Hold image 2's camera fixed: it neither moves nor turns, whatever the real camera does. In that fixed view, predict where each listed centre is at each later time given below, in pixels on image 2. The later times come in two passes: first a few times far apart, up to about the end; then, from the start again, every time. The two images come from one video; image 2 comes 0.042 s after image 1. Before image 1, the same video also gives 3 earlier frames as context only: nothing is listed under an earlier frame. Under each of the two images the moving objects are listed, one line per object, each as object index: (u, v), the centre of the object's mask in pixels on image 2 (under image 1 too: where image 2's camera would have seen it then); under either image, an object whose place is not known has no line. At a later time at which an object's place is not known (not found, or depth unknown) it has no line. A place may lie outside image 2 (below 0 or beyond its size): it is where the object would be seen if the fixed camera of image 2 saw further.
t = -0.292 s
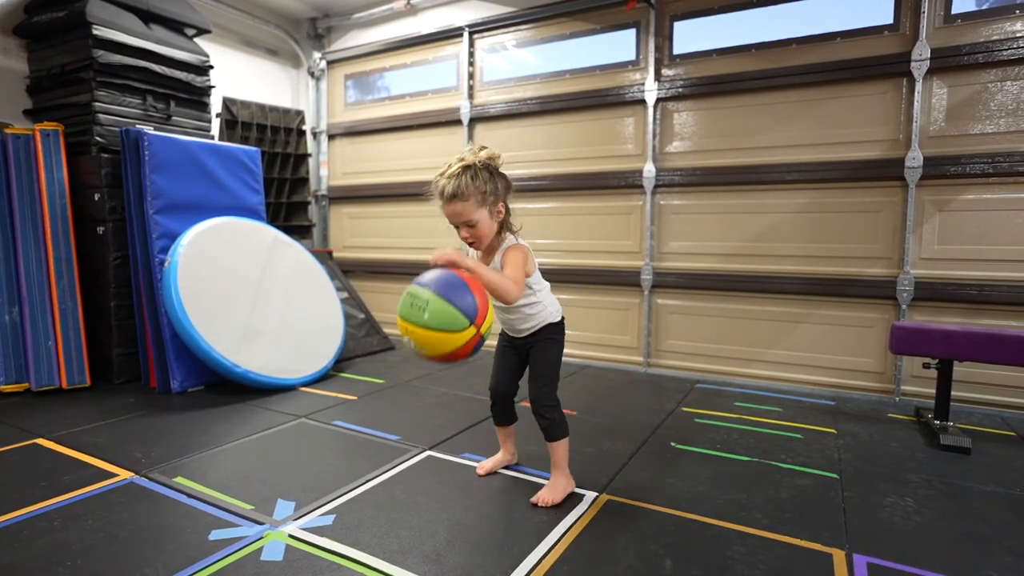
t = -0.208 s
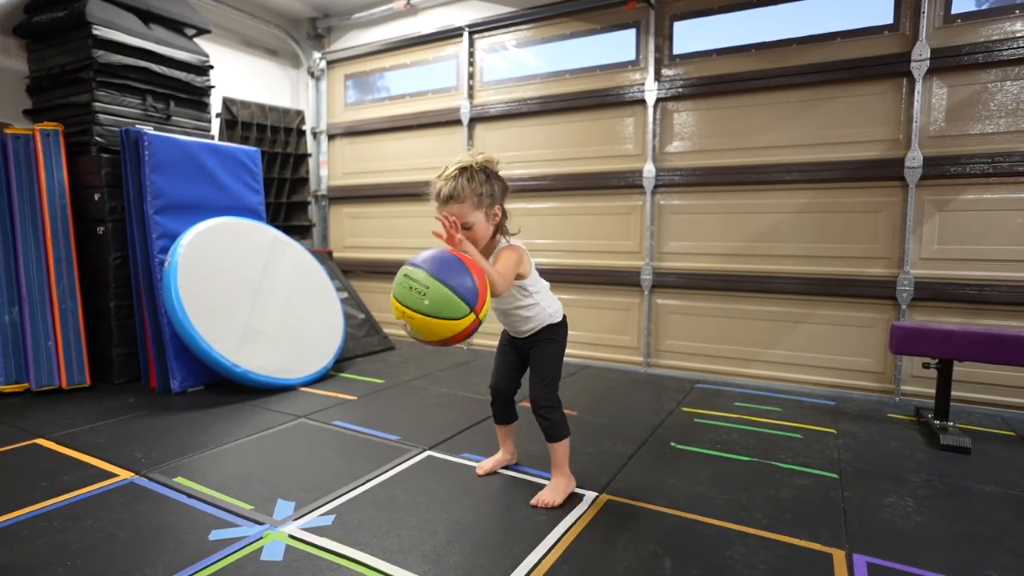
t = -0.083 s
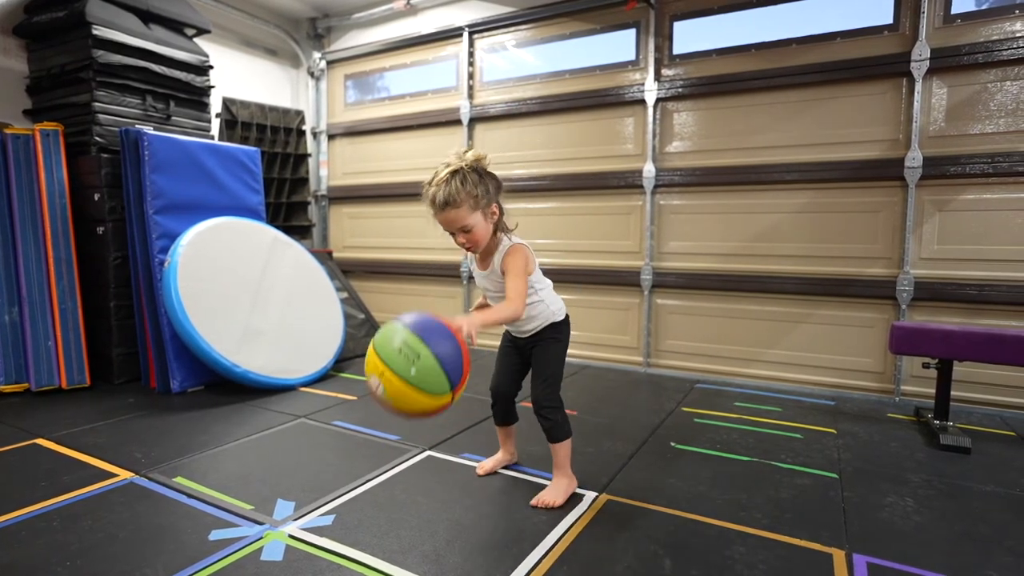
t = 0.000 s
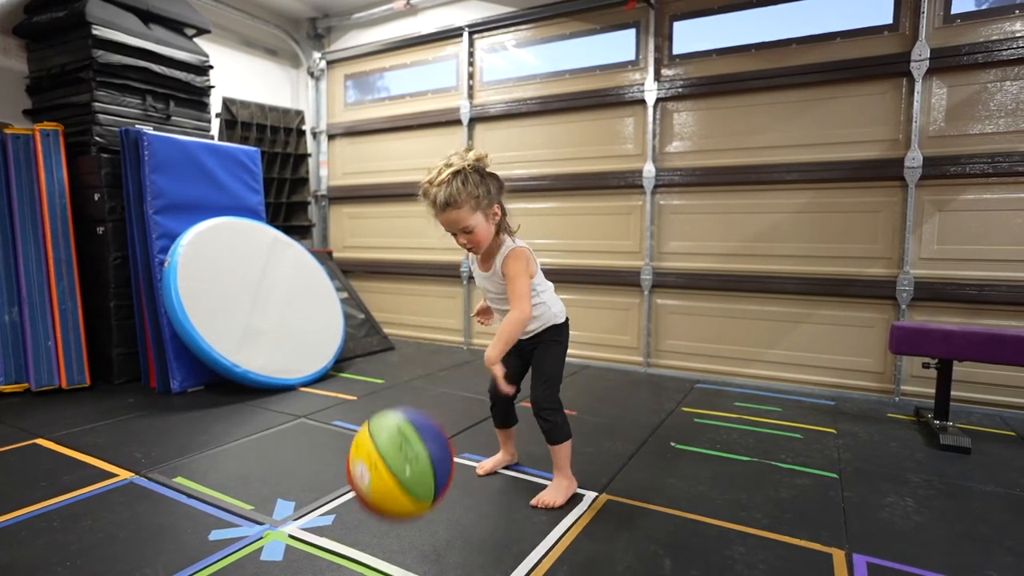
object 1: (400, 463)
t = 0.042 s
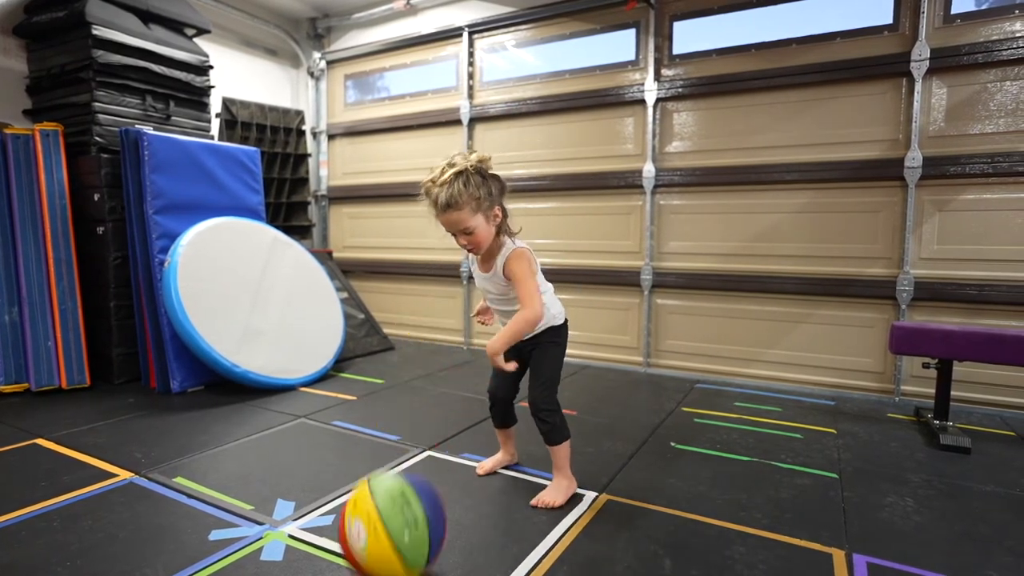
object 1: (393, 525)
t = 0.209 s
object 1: (397, 406)
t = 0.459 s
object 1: (413, 439)
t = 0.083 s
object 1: (392, 499)
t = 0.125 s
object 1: (393, 461)
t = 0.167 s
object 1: (396, 430)
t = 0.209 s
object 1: (397, 406)
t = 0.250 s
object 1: (399, 391)
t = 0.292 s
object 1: (401, 382)
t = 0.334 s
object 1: (404, 382)
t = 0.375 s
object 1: (406, 392)
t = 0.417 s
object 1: (410, 410)
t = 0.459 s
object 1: (413, 439)
